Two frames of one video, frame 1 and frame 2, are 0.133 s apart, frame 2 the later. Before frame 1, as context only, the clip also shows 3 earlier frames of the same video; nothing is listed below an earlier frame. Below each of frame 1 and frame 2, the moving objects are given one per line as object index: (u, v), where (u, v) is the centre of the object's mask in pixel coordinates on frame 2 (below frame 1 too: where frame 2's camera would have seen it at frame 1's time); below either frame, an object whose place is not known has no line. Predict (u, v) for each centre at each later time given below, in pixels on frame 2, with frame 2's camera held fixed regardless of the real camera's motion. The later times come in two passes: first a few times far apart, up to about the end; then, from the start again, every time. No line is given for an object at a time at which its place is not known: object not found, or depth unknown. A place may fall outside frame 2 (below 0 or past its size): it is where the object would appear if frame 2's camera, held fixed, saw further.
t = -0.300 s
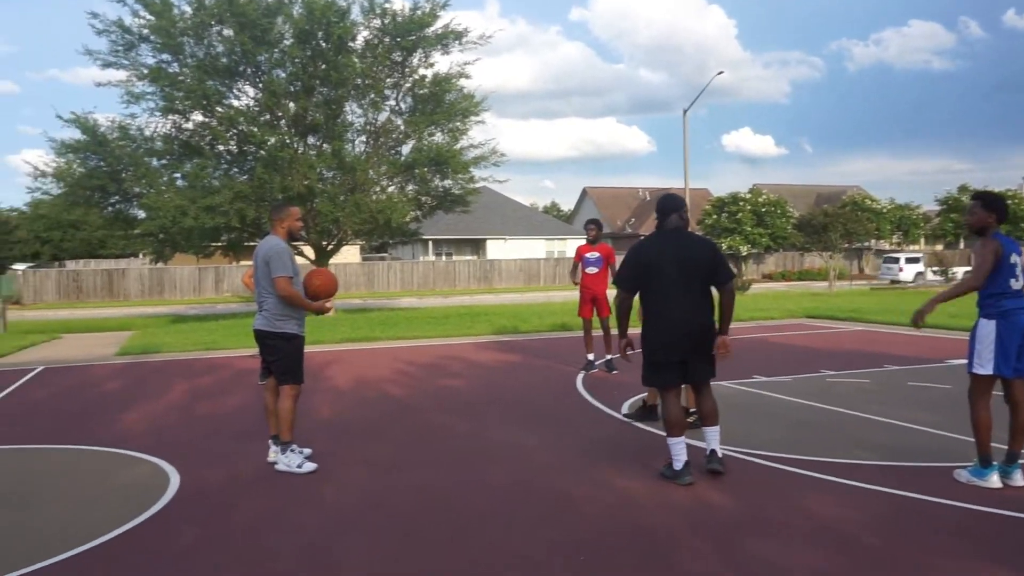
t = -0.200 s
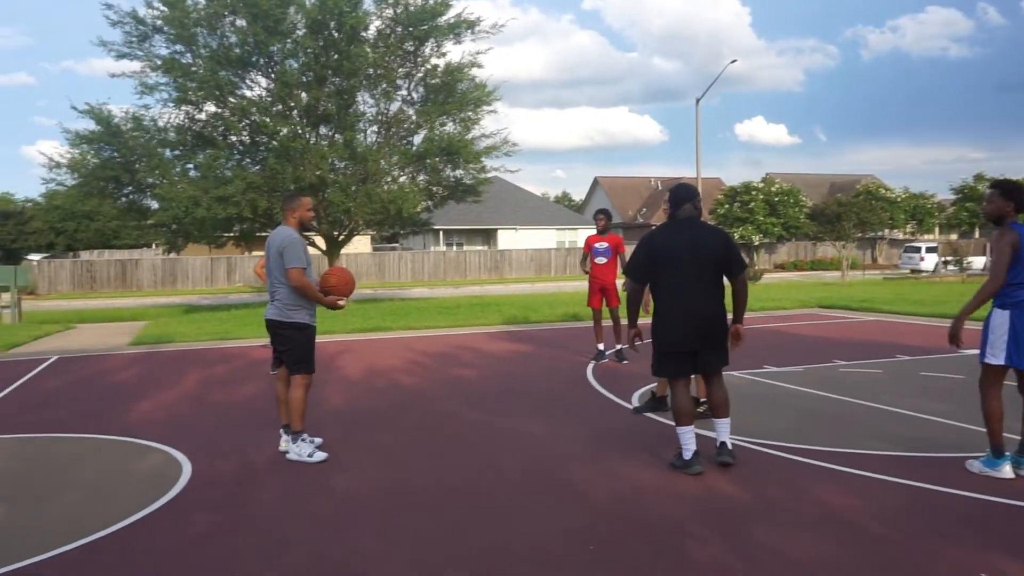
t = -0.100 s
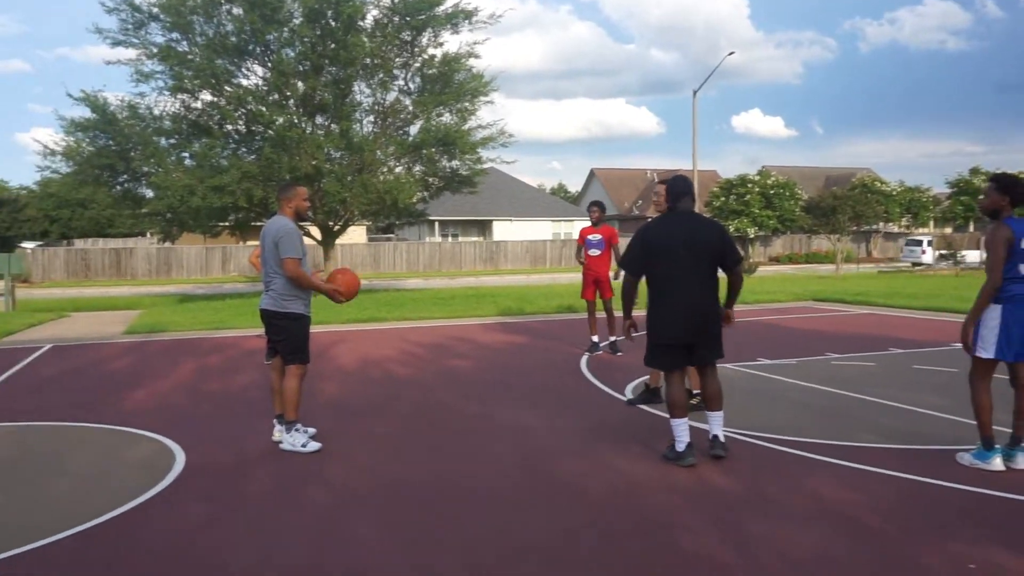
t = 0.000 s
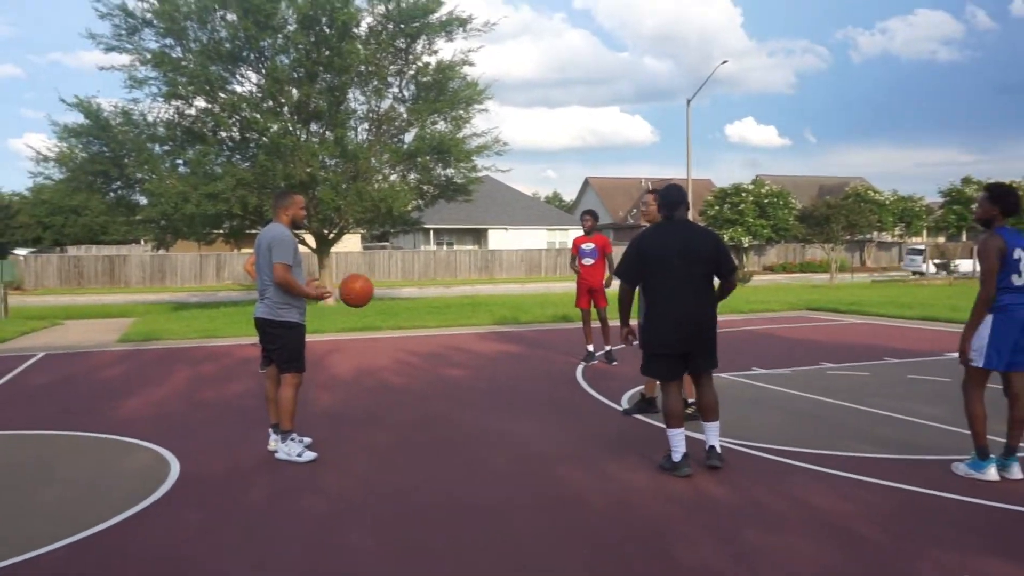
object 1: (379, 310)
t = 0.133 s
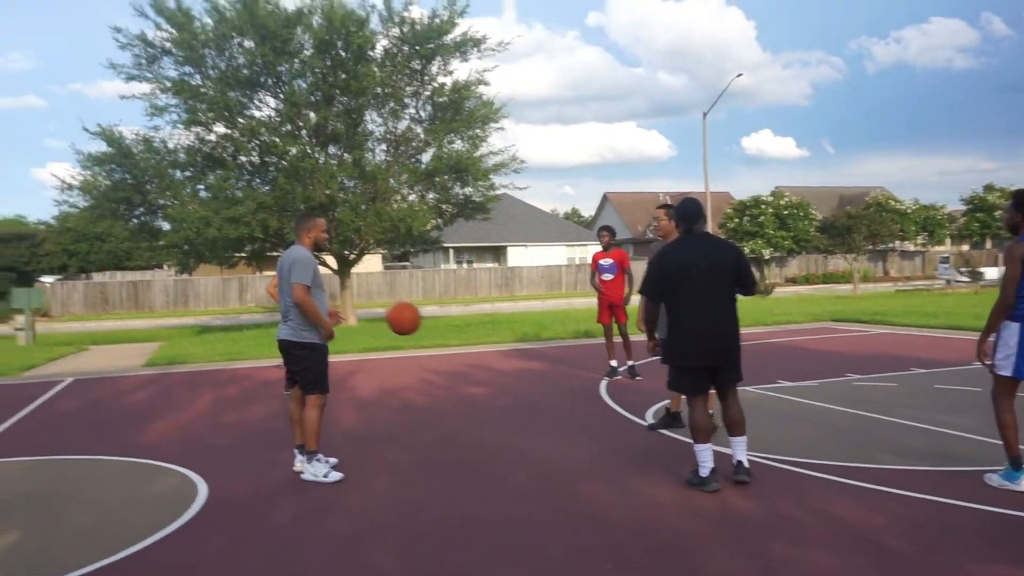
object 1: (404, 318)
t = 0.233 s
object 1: (425, 340)
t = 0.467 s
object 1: (473, 438)
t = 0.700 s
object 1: (520, 356)
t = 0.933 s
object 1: (567, 348)
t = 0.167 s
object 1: (411, 324)
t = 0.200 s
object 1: (418, 331)
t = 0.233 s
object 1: (425, 340)
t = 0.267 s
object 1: (432, 351)
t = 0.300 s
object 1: (439, 363)
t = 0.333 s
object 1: (445, 376)
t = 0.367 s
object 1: (452, 391)
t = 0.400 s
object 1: (459, 407)
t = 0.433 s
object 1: (466, 425)
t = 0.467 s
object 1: (473, 438)
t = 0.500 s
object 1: (479, 422)
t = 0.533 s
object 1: (486, 407)
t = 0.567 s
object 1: (493, 394)
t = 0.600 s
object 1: (500, 382)
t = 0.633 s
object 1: (506, 371)
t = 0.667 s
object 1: (513, 363)
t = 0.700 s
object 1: (520, 356)
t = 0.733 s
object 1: (527, 351)
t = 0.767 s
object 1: (534, 347)
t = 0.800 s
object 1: (540, 344)
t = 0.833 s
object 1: (547, 343)
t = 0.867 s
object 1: (553, 343)
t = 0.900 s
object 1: (560, 345)
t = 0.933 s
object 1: (567, 348)
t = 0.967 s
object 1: (574, 352)
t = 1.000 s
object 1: (580, 358)
